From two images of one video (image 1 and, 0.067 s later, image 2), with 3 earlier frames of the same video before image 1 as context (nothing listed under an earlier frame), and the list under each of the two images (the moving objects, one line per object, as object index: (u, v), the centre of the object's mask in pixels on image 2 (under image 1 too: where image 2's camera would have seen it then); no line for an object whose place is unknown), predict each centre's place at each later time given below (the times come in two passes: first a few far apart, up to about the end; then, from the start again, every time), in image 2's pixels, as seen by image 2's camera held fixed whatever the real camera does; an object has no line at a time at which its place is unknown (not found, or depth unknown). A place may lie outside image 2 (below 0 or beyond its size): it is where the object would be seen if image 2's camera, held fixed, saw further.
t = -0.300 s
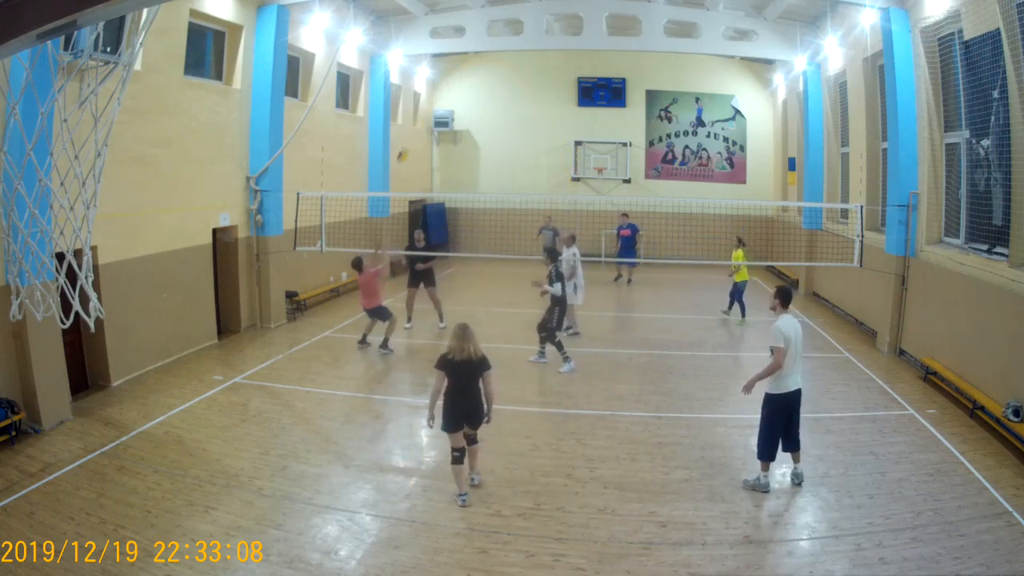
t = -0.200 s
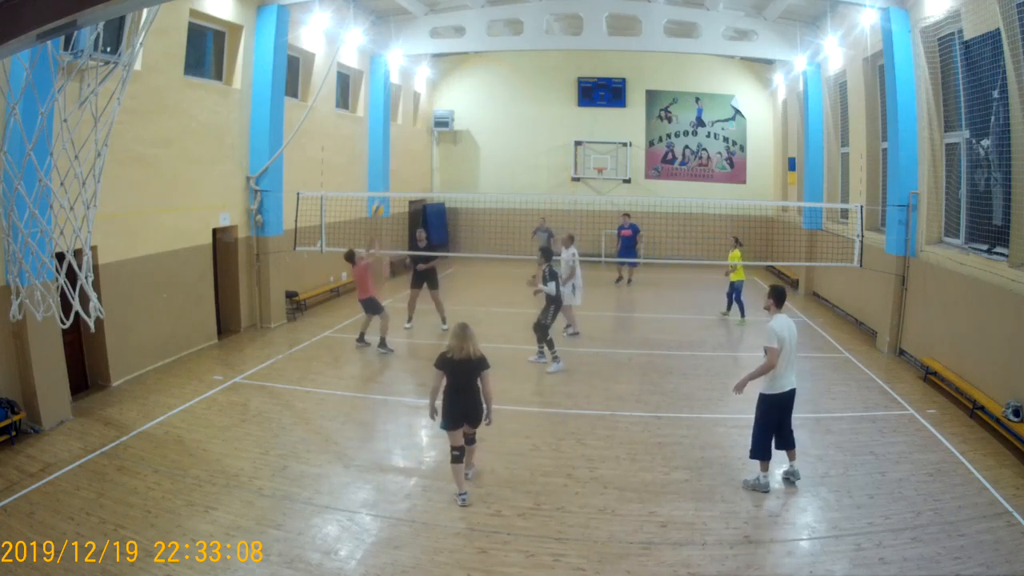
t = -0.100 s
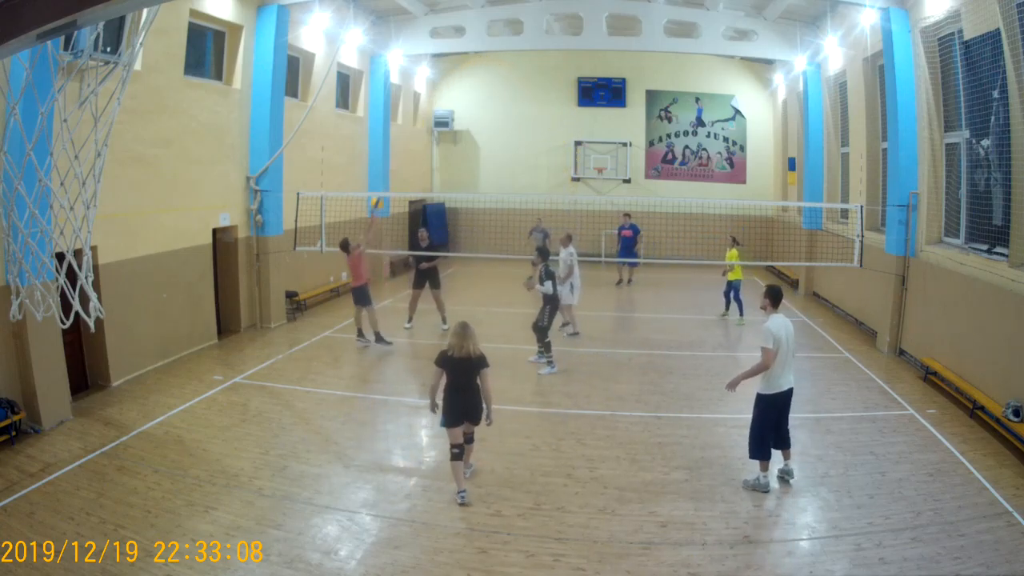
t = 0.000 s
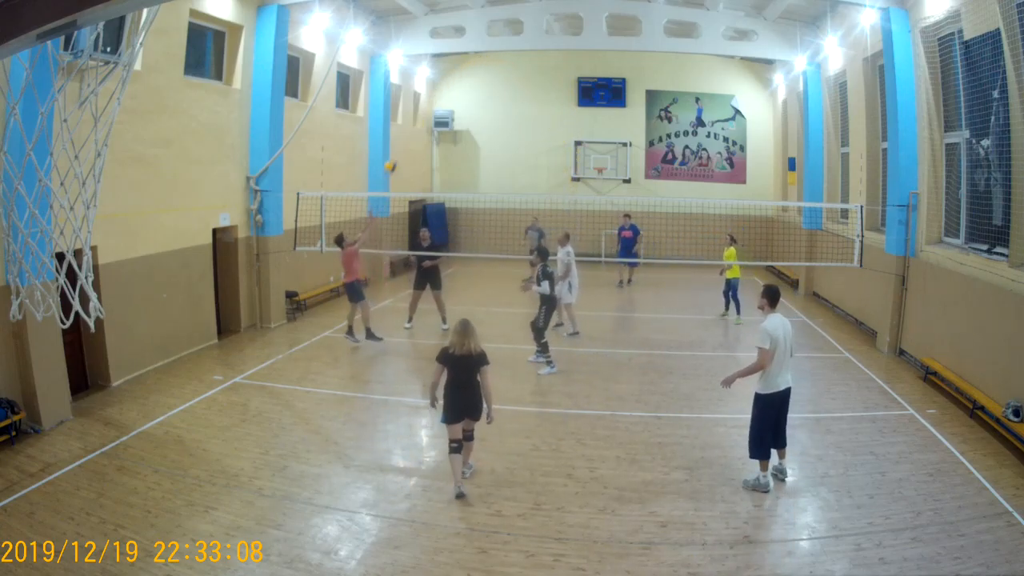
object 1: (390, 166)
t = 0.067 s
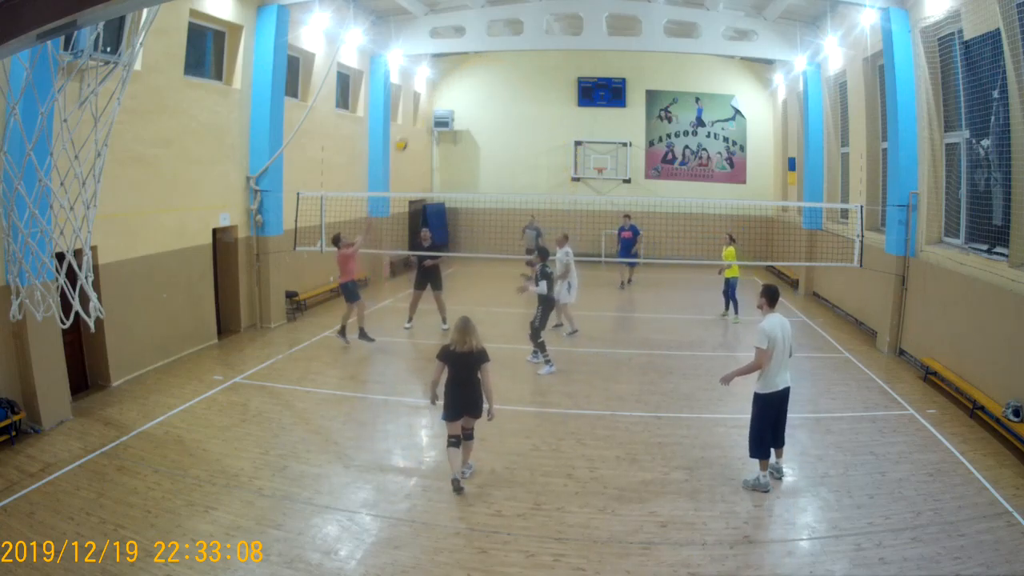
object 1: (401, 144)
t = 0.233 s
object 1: (425, 105)
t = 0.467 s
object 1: (460, 79)
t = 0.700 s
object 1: (495, 90)
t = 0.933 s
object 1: (529, 137)
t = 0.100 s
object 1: (406, 135)
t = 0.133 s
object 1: (410, 127)
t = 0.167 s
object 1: (416, 119)
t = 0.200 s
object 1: (420, 111)
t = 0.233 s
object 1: (425, 105)
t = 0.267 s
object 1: (431, 99)
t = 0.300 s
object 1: (436, 94)
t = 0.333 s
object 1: (441, 90)
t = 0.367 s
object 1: (446, 86)
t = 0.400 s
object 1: (451, 82)
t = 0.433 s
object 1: (455, 80)
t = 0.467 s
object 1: (460, 79)
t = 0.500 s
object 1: (466, 78)
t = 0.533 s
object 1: (470, 78)
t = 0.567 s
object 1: (475, 79)
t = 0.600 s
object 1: (480, 81)
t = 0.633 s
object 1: (485, 83)
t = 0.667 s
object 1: (490, 86)
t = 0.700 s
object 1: (495, 90)
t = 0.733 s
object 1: (499, 94)
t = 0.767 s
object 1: (504, 99)
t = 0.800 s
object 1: (509, 105)
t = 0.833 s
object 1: (514, 111)
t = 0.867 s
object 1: (520, 120)
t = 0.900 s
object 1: (524, 128)
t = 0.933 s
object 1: (529, 137)
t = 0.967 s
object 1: (534, 148)
